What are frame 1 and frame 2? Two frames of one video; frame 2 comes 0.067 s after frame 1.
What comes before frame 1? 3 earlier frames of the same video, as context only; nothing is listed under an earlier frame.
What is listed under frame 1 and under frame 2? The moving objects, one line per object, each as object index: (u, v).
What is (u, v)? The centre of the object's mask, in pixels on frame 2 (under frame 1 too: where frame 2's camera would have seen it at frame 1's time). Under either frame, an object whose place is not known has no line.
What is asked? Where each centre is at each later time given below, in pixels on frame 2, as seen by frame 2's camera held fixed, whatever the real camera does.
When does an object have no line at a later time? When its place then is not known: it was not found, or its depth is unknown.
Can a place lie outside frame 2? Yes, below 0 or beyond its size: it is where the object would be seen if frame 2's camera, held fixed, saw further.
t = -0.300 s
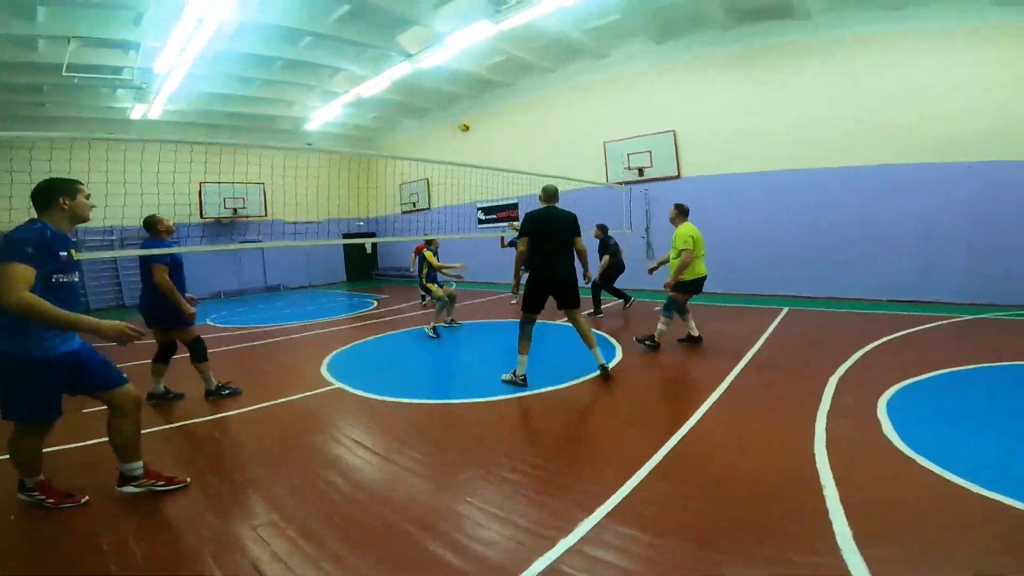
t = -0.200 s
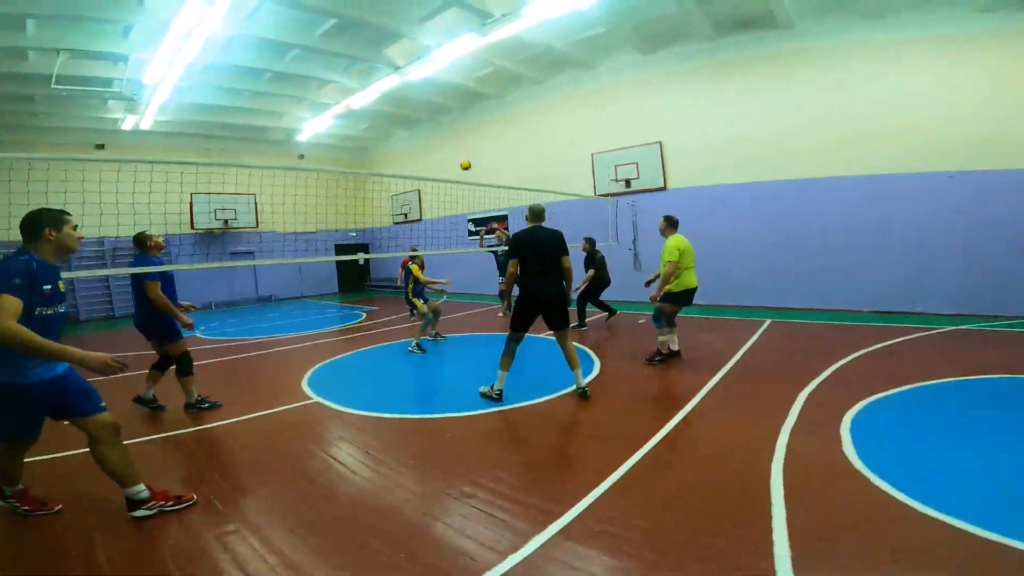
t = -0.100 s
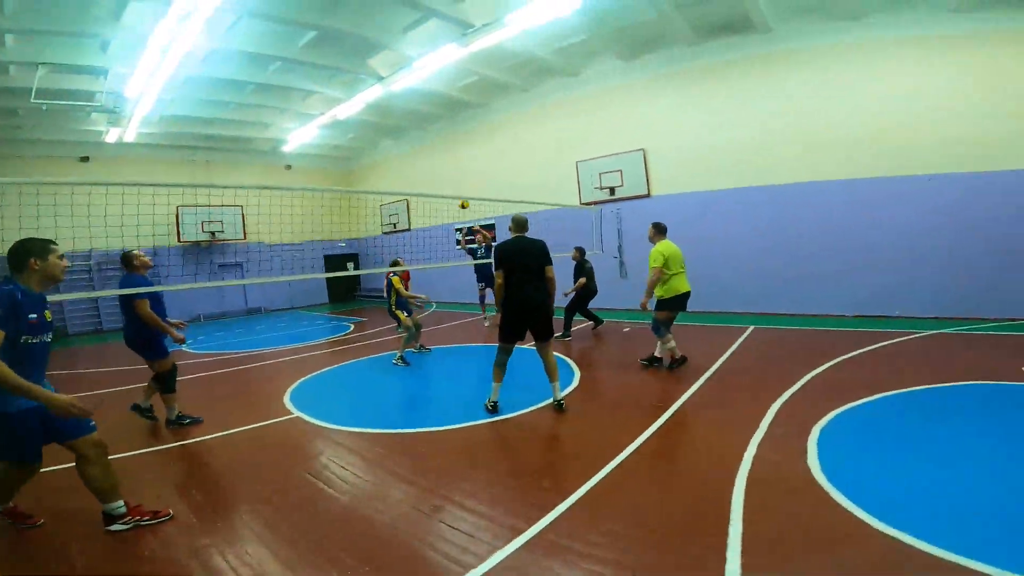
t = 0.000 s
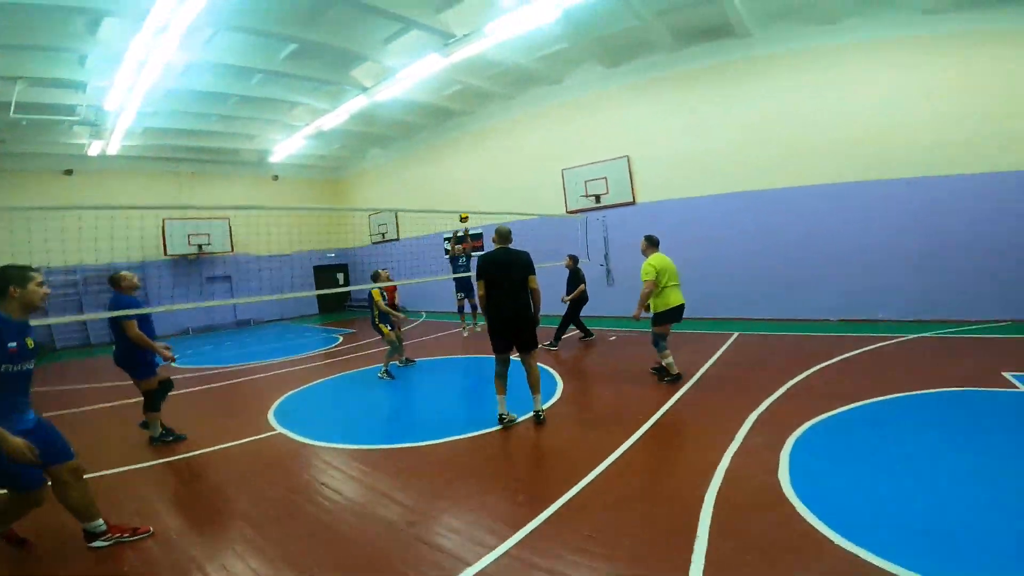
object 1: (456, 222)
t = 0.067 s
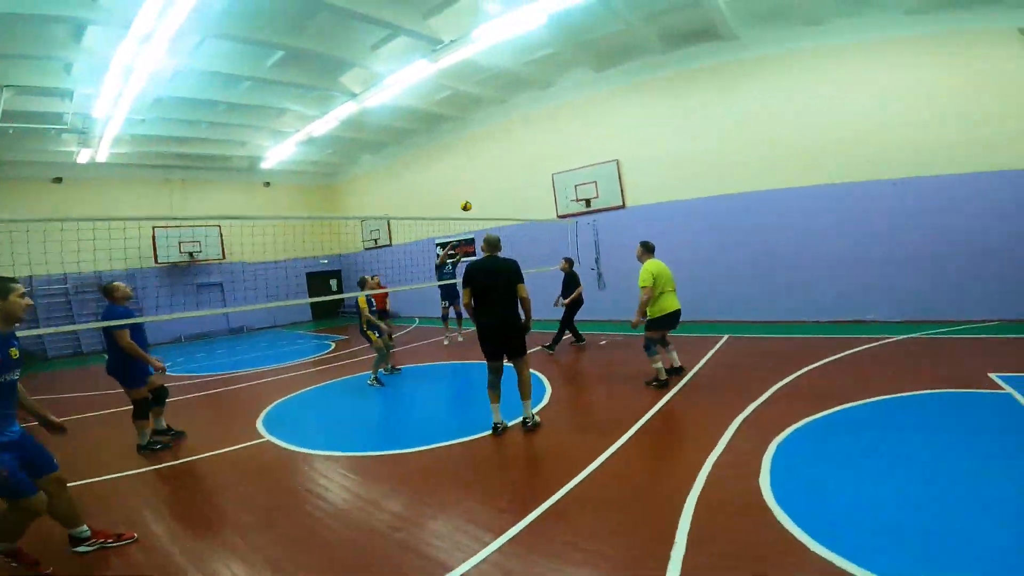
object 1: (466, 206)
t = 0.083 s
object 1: (469, 201)
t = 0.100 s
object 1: (470, 199)
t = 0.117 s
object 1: (473, 195)
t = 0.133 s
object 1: (475, 190)
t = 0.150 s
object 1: (477, 188)
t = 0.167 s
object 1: (479, 183)
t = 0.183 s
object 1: (483, 179)
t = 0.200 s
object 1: (484, 176)
